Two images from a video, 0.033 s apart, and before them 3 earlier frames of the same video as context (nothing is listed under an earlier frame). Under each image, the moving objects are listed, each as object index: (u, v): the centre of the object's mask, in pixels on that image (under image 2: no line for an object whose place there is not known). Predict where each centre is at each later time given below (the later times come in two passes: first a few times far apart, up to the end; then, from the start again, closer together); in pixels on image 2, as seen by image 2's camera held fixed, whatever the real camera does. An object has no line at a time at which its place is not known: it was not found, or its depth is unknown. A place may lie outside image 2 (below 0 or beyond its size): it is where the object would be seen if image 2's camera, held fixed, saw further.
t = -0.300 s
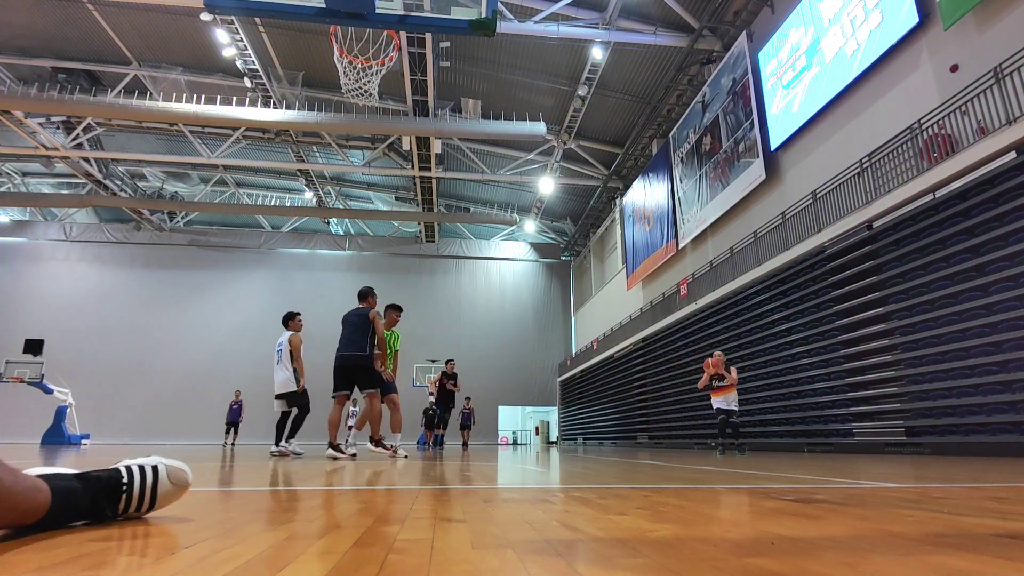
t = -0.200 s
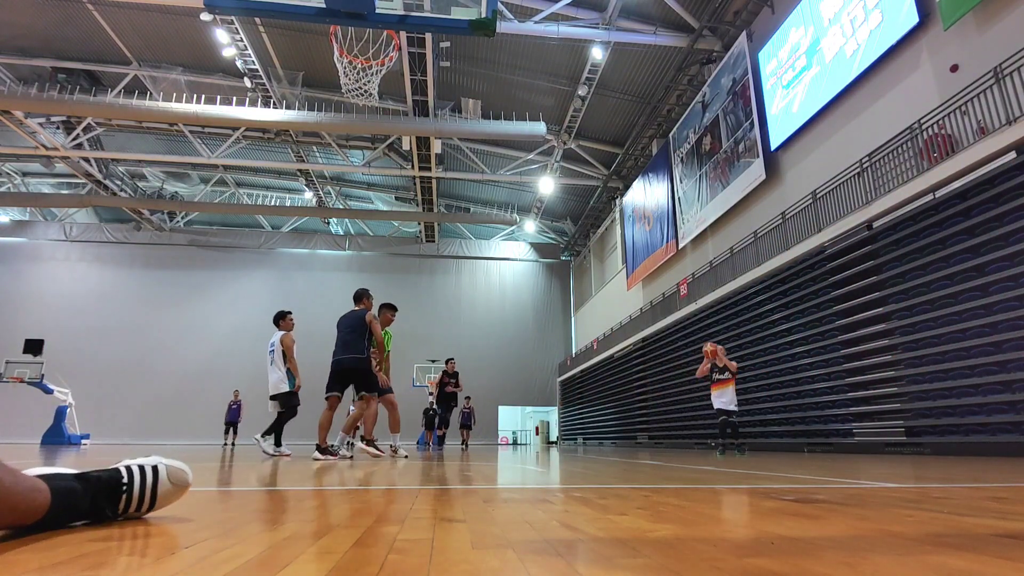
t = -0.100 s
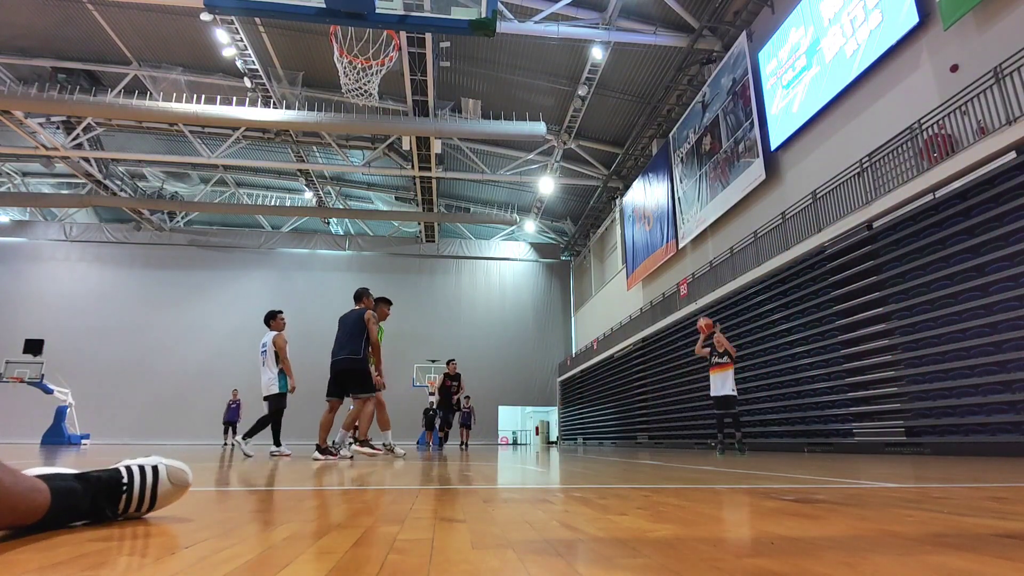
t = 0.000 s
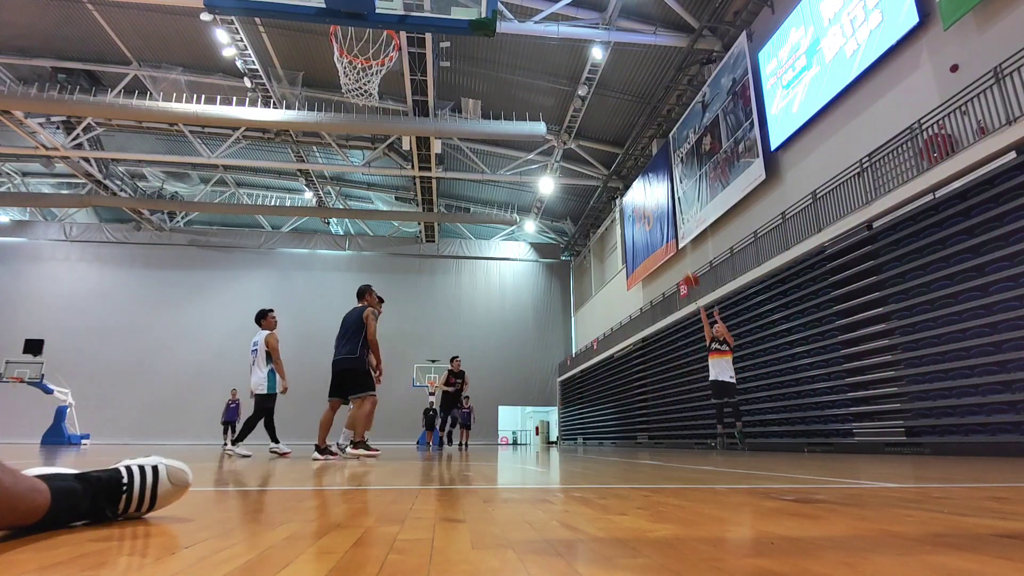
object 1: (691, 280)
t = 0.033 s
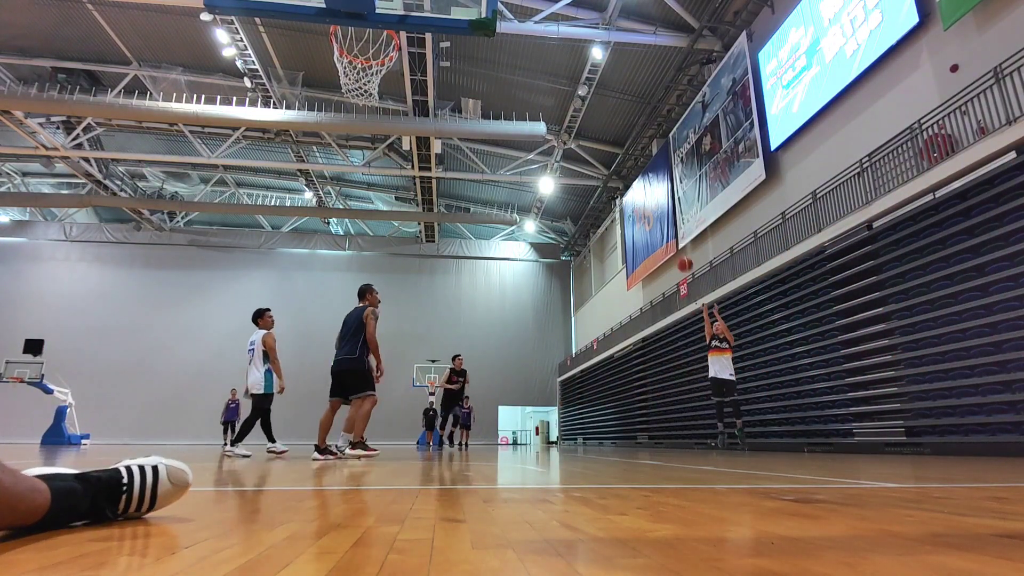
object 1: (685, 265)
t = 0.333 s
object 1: (629, 144)
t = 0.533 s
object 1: (588, 85)
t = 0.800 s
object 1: (523, 32)
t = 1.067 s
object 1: (431, 10)
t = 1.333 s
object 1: (328, 53)
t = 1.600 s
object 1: (310, 101)
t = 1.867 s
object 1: (272, 267)
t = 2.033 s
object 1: (239, 440)
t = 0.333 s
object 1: (629, 144)
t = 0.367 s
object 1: (622, 133)
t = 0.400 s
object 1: (616, 123)
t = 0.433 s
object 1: (609, 112)
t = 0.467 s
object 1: (603, 103)
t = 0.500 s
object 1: (596, 93)
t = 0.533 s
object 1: (588, 85)
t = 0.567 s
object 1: (580, 76)
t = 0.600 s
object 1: (574, 68)
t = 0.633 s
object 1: (566, 61)
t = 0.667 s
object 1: (558, 54)
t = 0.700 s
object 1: (550, 47)
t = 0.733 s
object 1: (540, 41)
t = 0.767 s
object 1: (532, 37)
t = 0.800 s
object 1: (523, 32)
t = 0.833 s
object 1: (513, 27)
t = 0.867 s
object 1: (505, 24)
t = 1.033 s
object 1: (443, 10)
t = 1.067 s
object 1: (431, 10)
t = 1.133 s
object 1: (401, 37)
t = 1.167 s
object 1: (383, 39)
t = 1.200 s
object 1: (367, 42)
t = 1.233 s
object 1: (343, 51)
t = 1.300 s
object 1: (329, 53)
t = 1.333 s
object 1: (328, 53)
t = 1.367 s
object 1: (326, 55)
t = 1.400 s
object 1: (325, 58)
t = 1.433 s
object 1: (322, 62)
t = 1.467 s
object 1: (321, 67)
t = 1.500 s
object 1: (318, 73)
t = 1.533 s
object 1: (316, 81)
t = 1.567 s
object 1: (313, 90)
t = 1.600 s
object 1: (310, 101)
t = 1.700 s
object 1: (299, 147)
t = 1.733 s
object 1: (294, 165)
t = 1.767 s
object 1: (290, 187)
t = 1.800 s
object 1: (285, 211)
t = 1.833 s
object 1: (278, 238)
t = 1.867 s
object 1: (272, 267)
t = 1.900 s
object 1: (265, 300)
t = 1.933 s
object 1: (257, 338)
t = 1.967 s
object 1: (249, 378)
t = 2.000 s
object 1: (240, 420)
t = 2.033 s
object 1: (239, 440)
